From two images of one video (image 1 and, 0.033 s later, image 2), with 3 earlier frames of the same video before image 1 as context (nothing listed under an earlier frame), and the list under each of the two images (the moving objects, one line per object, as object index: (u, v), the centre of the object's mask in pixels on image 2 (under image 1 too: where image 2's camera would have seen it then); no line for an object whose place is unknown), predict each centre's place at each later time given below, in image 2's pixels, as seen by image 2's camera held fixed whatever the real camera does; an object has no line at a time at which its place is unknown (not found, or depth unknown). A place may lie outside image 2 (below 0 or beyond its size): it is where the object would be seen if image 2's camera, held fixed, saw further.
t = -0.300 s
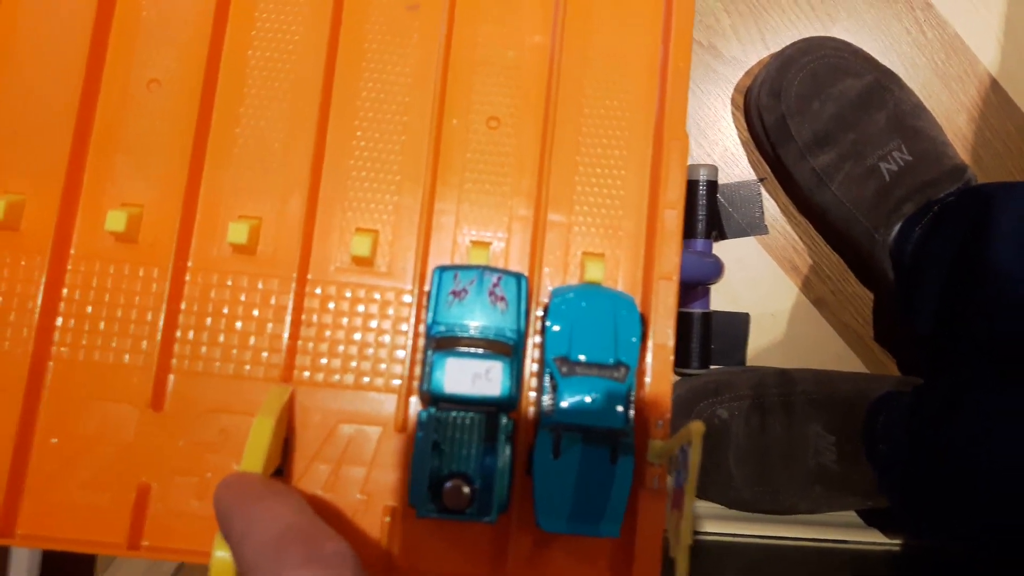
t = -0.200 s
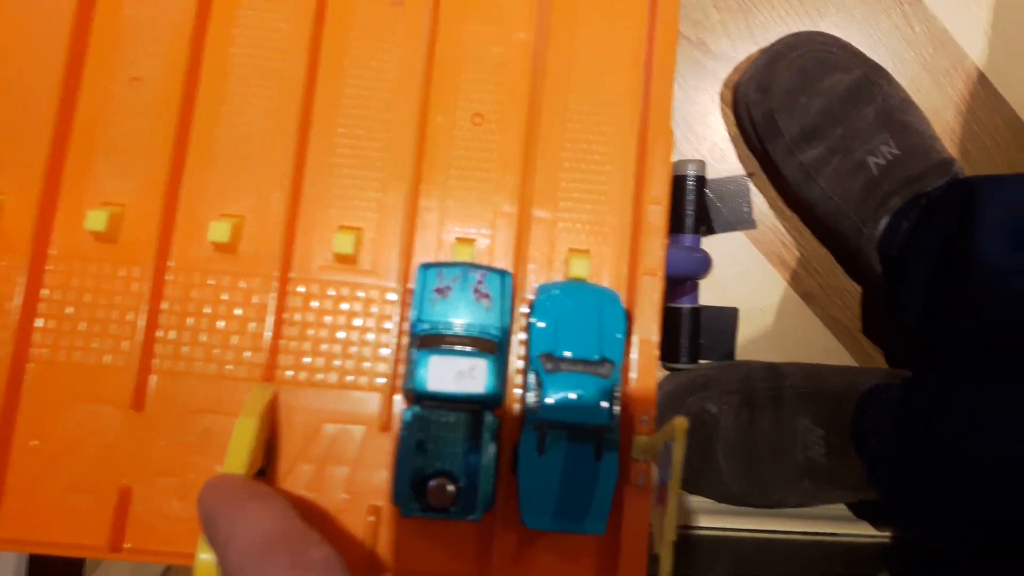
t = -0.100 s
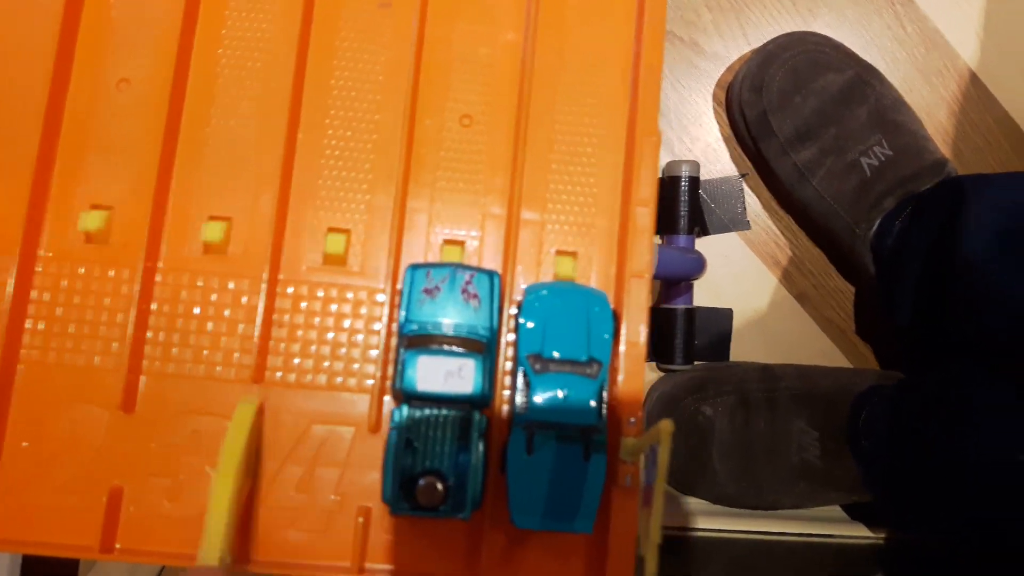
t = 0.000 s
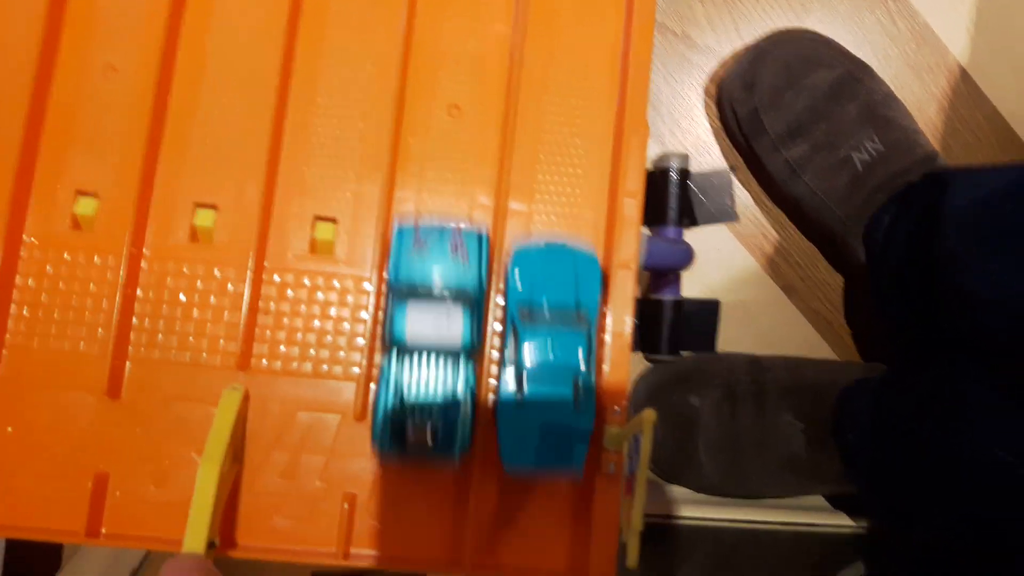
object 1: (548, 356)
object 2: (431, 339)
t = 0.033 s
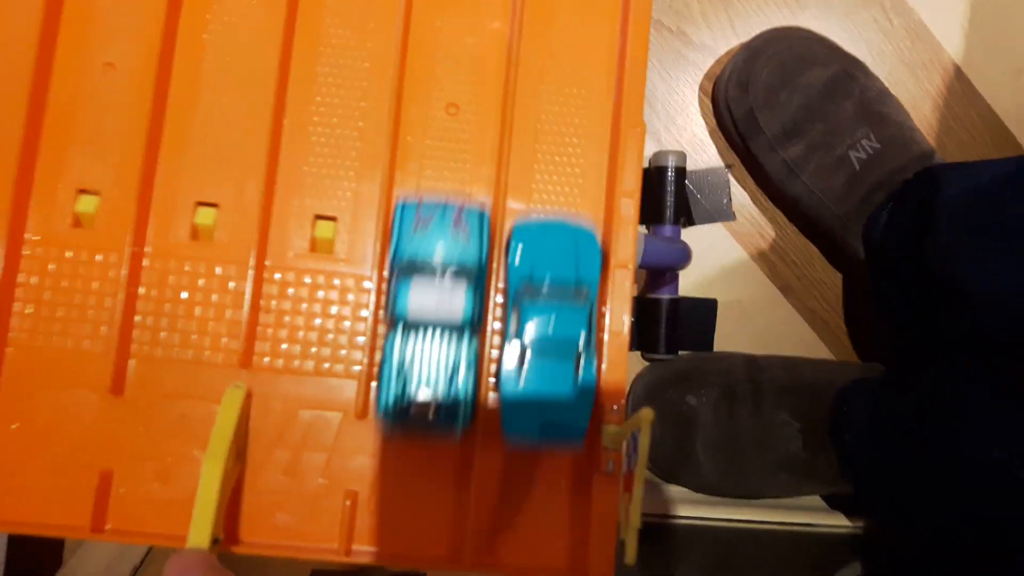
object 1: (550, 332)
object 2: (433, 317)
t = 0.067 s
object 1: (552, 305)
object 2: (436, 286)
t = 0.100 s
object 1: (554, 275)
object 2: (438, 258)
